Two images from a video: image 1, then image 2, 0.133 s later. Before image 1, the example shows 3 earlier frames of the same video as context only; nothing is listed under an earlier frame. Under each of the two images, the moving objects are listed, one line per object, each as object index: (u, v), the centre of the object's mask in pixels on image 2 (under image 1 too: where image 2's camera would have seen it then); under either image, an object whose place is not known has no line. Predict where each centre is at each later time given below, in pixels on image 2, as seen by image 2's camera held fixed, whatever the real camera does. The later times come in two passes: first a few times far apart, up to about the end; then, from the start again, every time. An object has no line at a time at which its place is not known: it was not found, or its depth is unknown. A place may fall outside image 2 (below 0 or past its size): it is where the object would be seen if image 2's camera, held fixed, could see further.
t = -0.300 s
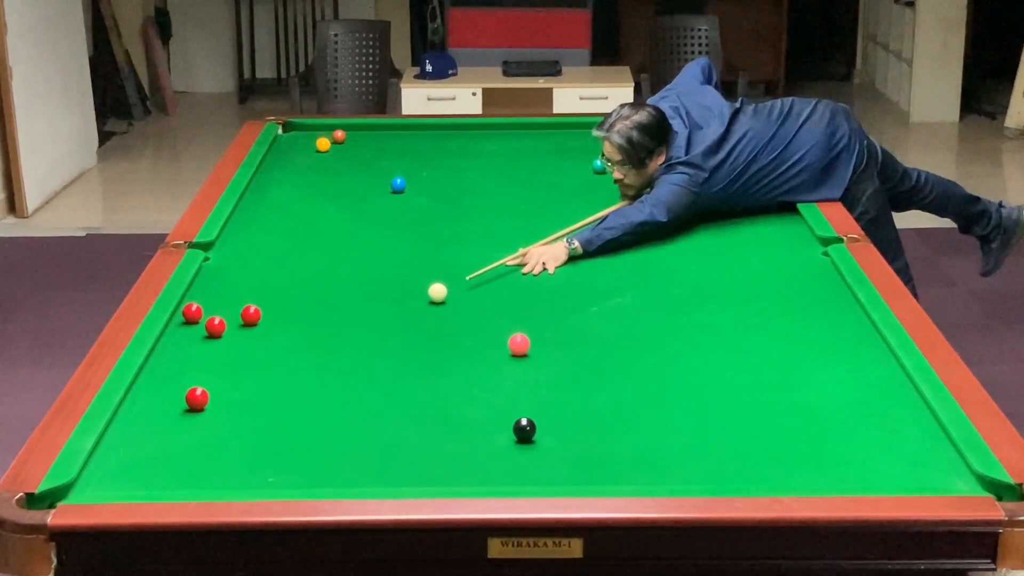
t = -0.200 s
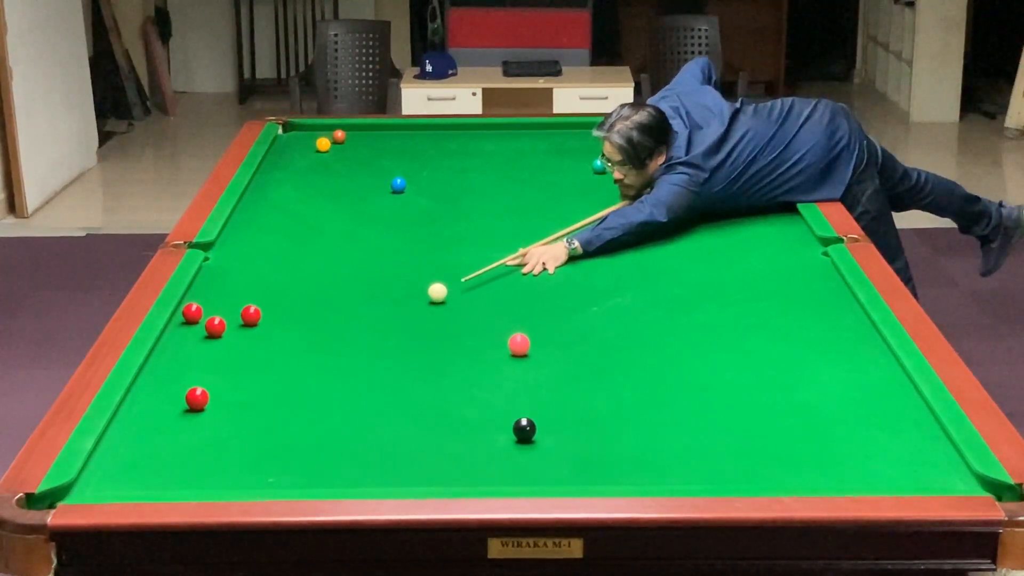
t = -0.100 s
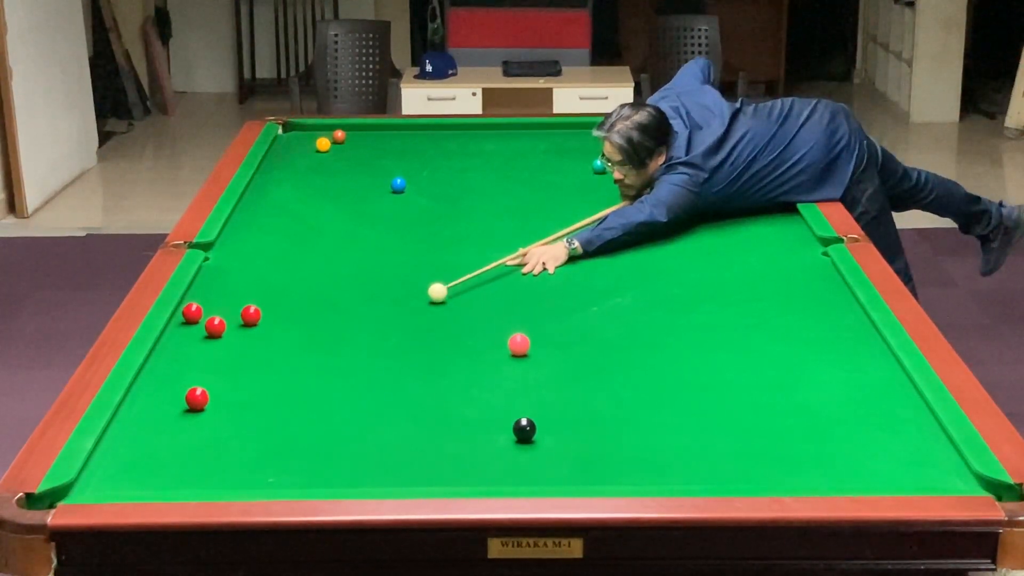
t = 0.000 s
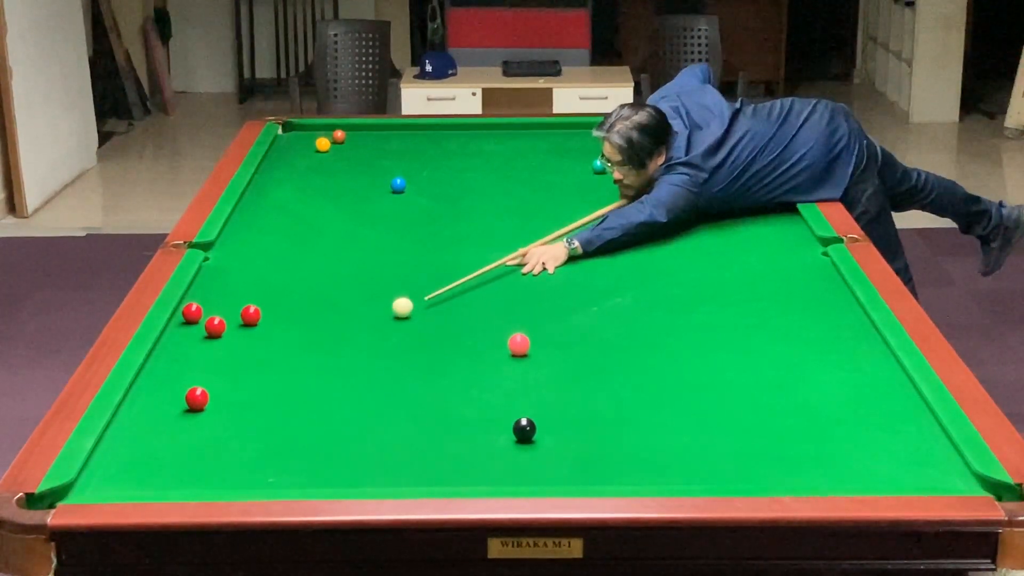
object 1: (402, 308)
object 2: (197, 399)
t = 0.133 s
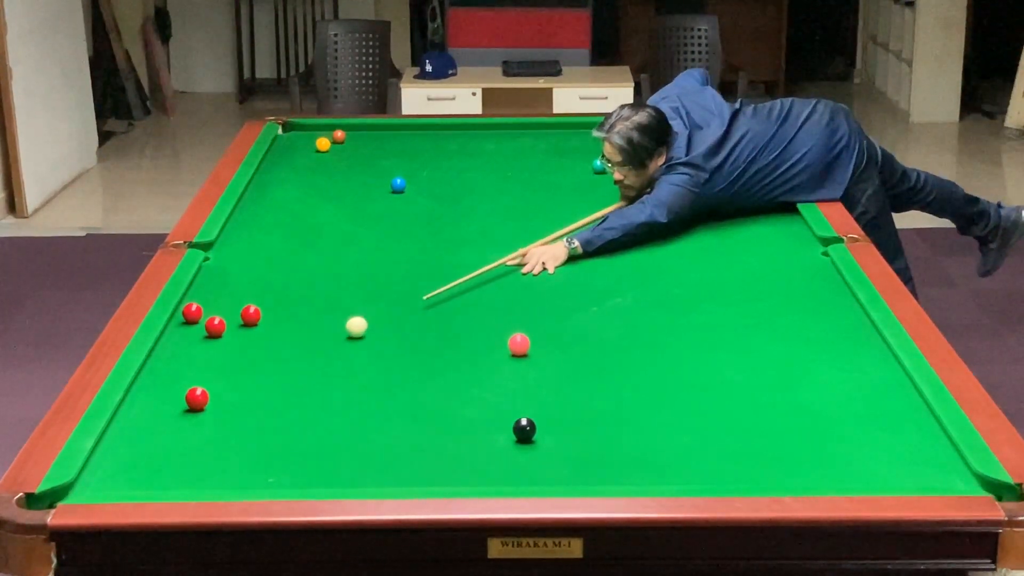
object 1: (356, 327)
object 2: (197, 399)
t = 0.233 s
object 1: (321, 342)
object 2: (197, 399)
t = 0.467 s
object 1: (233, 379)
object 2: (197, 399)
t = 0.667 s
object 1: (178, 391)
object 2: (170, 421)
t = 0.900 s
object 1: (142, 396)
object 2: (132, 452)
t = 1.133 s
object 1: (173, 398)
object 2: (93, 483)
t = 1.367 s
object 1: (202, 400)
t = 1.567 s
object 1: (226, 401)
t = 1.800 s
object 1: (251, 402)
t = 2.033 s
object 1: (275, 403)
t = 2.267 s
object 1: (297, 405)
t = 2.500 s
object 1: (317, 405)
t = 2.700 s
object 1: (333, 406)
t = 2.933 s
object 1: (349, 406)
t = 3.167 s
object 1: (364, 407)
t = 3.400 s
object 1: (377, 407)
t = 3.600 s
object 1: (386, 407)
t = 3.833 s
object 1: (395, 408)
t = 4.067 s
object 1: (402, 408)
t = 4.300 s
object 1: (407, 408)
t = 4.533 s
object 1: (410, 409)
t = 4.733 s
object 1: (411, 408)
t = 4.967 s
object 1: (412, 409)
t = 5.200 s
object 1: (412, 409)
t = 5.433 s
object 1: (412, 409)
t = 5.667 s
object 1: (412, 409)
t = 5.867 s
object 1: (412, 409)
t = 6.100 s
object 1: (412, 409)
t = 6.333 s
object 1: (412, 409)
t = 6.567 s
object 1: (412, 409)
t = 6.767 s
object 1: (412, 409)
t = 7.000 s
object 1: (412, 409)
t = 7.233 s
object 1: (412, 409)
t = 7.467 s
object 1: (412, 409)
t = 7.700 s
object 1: (412, 409)
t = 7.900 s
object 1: (412, 409)
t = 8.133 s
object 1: (412, 409)
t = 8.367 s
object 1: (412, 409)
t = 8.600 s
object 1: (412, 409)
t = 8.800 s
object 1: (412, 409)
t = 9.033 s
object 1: (412, 409)
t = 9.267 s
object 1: (412, 409)
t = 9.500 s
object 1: (412, 409)
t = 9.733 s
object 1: (412, 409)
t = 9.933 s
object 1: (412, 409)
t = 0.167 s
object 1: (345, 332)
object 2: (197, 399)
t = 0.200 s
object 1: (333, 337)
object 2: (197, 399)
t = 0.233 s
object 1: (321, 342)
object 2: (197, 399)
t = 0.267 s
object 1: (309, 347)
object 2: (197, 399)
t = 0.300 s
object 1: (297, 352)
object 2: (197, 399)
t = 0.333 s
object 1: (284, 357)
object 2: (197, 399)
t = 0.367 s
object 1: (272, 363)
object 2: (197, 399)
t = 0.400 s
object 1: (259, 368)
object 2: (197, 399)
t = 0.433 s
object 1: (246, 374)
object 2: (197, 399)
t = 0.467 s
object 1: (233, 379)
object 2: (197, 399)
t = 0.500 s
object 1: (219, 385)
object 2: (197, 399)
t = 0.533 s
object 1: (208, 388)
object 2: (196, 400)
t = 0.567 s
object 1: (200, 388)
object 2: (189, 405)
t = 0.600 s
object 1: (193, 390)
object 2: (182, 411)
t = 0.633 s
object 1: (185, 390)
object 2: (176, 416)
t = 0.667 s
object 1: (178, 391)
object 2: (170, 421)
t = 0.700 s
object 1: (170, 392)
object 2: (164, 426)
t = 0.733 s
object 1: (163, 393)
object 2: (159, 430)
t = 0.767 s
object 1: (155, 394)
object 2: (154, 434)
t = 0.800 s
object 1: (148, 395)
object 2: (149, 439)
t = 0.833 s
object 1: (139, 396)
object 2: (143, 443)
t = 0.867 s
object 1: (137, 396)
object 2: (138, 448)
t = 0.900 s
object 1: (142, 396)
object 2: (132, 452)
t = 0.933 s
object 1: (147, 397)
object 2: (127, 457)
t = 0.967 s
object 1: (151, 397)
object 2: (121, 461)
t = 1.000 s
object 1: (156, 397)
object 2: (116, 466)
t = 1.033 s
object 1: (160, 397)
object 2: (110, 471)
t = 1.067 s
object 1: (164, 398)
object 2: (104, 475)
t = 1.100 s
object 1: (169, 398)
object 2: (99, 479)
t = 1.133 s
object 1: (173, 398)
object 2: (93, 483)
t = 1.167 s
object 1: (177, 399)
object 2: (86, 486)
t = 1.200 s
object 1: (181, 399)
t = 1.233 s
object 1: (186, 399)
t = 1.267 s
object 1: (190, 399)
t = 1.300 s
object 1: (194, 399)
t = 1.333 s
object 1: (198, 400)
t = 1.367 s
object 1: (202, 400)
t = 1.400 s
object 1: (206, 400)
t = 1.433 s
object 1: (210, 400)
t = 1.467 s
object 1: (214, 400)
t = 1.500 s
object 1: (218, 401)
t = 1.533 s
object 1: (222, 401)
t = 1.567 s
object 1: (226, 401)
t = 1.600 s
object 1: (229, 401)
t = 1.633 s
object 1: (233, 401)
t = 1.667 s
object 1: (237, 401)
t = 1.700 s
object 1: (240, 402)
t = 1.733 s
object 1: (244, 402)
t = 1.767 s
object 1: (248, 402)
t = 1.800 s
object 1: (251, 402)
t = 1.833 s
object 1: (255, 402)
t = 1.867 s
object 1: (258, 403)
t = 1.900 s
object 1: (262, 403)
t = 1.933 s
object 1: (265, 403)
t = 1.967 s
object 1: (269, 403)
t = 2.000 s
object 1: (272, 403)
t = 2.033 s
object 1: (275, 403)
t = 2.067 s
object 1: (279, 403)
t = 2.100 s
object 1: (282, 404)
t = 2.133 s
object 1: (285, 404)
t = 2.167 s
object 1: (288, 404)
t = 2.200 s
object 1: (291, 404)
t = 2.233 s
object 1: (294, 404)
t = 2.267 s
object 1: (297, 405)
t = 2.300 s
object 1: (300, 405)
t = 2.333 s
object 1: (303, 405)
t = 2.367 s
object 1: (306, 405)
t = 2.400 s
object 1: (309, 405)
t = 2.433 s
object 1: (312, 405)
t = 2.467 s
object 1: (314, 405)
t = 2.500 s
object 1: (317, 405)
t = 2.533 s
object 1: (320, 406)
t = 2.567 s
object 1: (322, 406)
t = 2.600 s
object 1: (325, 406)
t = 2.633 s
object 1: (328, 406)
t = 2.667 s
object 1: (330, 406)
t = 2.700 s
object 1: (333, 406)
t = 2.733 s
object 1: (335, 406)
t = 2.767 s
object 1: (338, 406)
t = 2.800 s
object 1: (340, 406)
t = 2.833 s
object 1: (342, 406)
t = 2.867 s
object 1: (345, 406)
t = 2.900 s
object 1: (347, 406)
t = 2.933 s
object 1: (349, 406)
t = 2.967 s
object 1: (351, 407)
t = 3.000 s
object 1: (354, 407)
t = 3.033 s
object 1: (356, 407)
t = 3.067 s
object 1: (358, 407)
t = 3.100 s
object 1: (360, 407)
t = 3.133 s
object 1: (362, 407)
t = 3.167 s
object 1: (364, 407)
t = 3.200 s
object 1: (366, 407)
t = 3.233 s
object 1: (368, 407)
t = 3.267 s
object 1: (370, 407)
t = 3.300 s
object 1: (371, 407)
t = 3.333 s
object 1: (373, 407)
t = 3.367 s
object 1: (375, 407)
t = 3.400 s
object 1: (377, 407)
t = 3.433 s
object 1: (378, 407)
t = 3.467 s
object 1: (380, 407)
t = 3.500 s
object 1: (381, 407)
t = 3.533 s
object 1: (383, 407)
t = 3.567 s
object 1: (384, 407)
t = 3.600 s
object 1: (386, 407)
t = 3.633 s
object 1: (387, 407)
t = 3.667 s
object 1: (389, 407)
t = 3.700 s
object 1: (390, 407)
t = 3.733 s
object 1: (391, 408)
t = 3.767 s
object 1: (392, 408)
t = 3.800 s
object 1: (394, 407)
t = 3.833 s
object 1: (395, 408)
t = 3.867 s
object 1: (396, 408)
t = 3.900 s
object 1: (397, 408)
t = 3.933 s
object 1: (398, 408)
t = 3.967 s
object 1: (399, 408)
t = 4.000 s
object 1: (400, 408)
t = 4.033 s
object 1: (401, 408)
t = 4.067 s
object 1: (402, 408)
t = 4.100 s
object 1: (403, 408)
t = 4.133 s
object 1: (404, 408)
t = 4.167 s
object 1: (404, 408)
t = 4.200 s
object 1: (405, 408)
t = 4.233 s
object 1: (406, 408)
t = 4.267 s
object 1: (406, 408)
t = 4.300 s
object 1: (407, 408)
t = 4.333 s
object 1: (408, 408)
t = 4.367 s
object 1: (408, 408)
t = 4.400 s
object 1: (409, 408)
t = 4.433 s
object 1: (409, 408)
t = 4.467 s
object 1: (409, 408)
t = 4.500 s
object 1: (410, 408)
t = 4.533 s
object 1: (410, 409)
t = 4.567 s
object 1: (411, 408)
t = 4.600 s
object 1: (411, 408)
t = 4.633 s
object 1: (411, 409)
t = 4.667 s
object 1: (411, 408)
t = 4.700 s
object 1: (411, 408)
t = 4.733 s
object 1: (411, 408)
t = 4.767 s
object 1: (411, 408)
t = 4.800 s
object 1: (411, 408)
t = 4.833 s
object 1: (412, 409)
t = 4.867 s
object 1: (412, 408)
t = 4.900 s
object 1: (412, 409)
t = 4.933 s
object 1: (412, 408)
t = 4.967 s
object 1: (412, 409)
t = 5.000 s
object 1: (412, 409)
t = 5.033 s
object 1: (412, 409)
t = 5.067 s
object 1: (412, 409)
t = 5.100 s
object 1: (412, 409)
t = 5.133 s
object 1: (412, 409)
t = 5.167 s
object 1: (412, 409)
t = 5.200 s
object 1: (412, 409)
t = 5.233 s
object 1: (412, 409)
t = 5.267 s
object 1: (412, 409)
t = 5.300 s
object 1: (412, 409)
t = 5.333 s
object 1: (412, 409)
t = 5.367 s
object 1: (412, 409)
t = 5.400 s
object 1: (412, 409)
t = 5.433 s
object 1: (412, 409)
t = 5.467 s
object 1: (412, 409)
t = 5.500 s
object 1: (412, 409)
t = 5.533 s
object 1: (412, 409)
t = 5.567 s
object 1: (412, 409)
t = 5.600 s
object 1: (412, 409)
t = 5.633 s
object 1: (412, 409)
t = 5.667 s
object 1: (412, 409)
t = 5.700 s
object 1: (412, 409)
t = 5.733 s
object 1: (412, 409)
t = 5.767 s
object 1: (412, 409)
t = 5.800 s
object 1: (412, 409)
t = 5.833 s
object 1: (412, 409)
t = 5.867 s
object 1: (412, 409)
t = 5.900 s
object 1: (412, 409)
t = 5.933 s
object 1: (412, 409)
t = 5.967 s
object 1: (412, 409)
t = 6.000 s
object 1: (412, 409)
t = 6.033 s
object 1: (412, 409)
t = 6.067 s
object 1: (412, 409)
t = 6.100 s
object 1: (412, 409)
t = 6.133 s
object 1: (412, 409)
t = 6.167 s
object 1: (412, 409)
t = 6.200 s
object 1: (412, 409)
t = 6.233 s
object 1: (412, 409)
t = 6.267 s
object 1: (412, 409)
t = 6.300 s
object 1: (412, 409)
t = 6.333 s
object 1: (412, 409)
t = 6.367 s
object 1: (412, 409)
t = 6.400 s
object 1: (412, 409)
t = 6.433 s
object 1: (412, 409)
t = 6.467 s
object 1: (412, 409)
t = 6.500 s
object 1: (412, 409)
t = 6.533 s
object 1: (412, 409)
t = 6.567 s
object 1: (412, 409)
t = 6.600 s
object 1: (412, 409)
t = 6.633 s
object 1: (412, 409)
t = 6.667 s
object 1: (412, 409)
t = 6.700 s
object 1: (412, 409)
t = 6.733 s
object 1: (412, 409)
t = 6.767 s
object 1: (412, 409)
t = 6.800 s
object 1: (412, 409)
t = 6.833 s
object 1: (412, 409)
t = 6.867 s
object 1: (412, 409)
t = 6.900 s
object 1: (412, 409)
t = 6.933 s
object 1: (412, 409)
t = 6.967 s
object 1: (412, 409)
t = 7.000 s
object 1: (412, 409)
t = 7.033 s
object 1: (412, 409)
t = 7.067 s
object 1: (412, 409)
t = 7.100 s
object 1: (412, 409)
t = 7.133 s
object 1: (412, 409)
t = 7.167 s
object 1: (412, 409)
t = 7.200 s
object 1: (412, 409)
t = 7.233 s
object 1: (412, 409)
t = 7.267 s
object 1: (412, 409)
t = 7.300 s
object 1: (412, 409)
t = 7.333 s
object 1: (412, 409)
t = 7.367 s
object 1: (412, 409)
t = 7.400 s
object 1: (412, 409)
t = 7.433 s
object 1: (412, 409)
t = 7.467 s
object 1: (412, 409)
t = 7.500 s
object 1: (412, 409)
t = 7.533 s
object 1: (412, 409)
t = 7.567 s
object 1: (412, 409)
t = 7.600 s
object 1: (412, 409)
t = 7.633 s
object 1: (412, 409)
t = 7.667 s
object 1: (412, 409)
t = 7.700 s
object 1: (412, 409)
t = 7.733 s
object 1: (412, 409)
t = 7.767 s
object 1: (412, 409)
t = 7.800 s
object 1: (412, 409)
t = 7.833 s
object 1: (412, 409)
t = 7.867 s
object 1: (412, 409)
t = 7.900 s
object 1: (412, 409)
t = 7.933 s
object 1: (412, 409)
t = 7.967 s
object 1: (412, 409)
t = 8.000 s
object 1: (412, 409)
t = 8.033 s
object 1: (412, 409)
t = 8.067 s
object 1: (412, 409)
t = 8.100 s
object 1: (412, 409)
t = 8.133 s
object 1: (412, 409)
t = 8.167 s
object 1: (412, 409)
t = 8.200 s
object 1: (412, 409)
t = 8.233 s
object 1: (412, 409)
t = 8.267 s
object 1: (412, 409)
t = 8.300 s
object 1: (412, 409)
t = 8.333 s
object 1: (412, 409)
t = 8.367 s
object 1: (412, 409)
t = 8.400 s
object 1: (412, 409)
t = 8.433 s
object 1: (412, 409)
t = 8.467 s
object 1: (412, 409)
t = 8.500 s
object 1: (412, 409)
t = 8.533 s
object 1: (412, 409)
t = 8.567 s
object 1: (412, 409)
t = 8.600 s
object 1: (412, 409)
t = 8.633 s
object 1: (412, 409)
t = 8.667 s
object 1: (412, 409)
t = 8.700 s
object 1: (412, 409)
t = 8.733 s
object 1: (412, 409)
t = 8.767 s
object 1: (412, 409)
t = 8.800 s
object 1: (412, 409)
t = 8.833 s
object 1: (412, 409)
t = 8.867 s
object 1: (412, 409)
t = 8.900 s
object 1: (412, 409)
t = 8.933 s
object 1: (412, 409)
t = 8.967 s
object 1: (412, 409)
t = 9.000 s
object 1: (412, 409)
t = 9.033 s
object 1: (412, 409)
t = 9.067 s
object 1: (412, 409)
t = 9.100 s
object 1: (412, 409)
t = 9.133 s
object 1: (412, 409)
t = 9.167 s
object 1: (412, 409)
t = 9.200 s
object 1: (412, 409)
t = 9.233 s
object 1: (412, 409)
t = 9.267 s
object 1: (412, 409)
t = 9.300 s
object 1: (412, 409)
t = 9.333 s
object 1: (412, 409)
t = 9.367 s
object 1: (412, 409)
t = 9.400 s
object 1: (412, 409)
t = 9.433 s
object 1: (412, 409)
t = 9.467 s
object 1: (412, 409)
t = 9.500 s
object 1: (412, 409)
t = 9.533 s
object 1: (412, 409)
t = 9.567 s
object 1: (412, 409)
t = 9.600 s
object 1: (412, 409)
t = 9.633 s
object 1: (412, 409)
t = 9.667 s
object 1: (412, 409)
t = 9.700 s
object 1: (412, 409)
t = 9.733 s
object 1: (412, 409)
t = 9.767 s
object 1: (412, 409)
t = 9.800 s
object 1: (412, 409)
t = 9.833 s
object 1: (412, 409)
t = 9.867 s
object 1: (412, 409)
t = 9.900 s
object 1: (412, 409)
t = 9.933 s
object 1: (412, 409)
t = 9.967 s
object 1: (412, 409)
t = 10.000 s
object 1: (412, 409)
